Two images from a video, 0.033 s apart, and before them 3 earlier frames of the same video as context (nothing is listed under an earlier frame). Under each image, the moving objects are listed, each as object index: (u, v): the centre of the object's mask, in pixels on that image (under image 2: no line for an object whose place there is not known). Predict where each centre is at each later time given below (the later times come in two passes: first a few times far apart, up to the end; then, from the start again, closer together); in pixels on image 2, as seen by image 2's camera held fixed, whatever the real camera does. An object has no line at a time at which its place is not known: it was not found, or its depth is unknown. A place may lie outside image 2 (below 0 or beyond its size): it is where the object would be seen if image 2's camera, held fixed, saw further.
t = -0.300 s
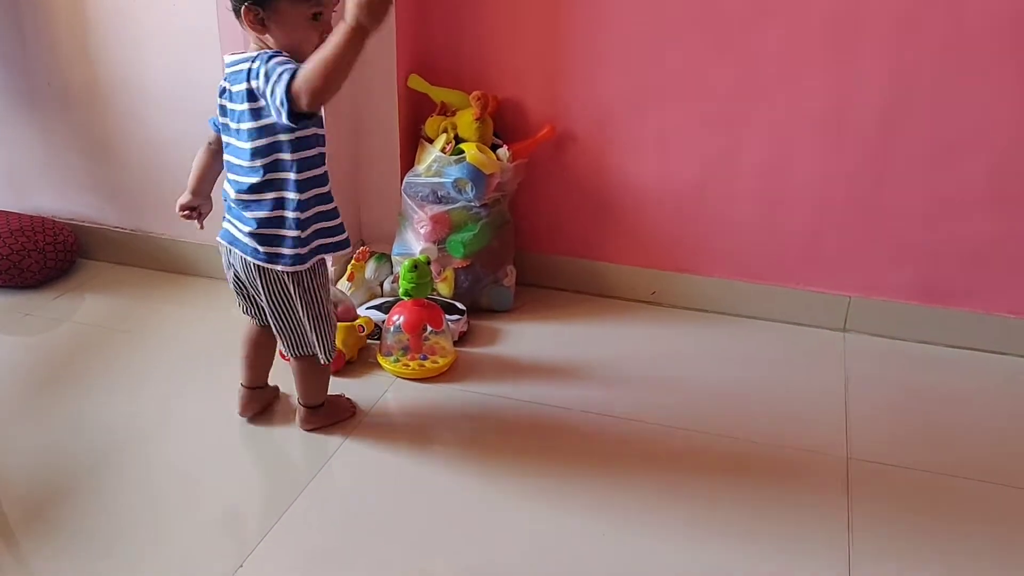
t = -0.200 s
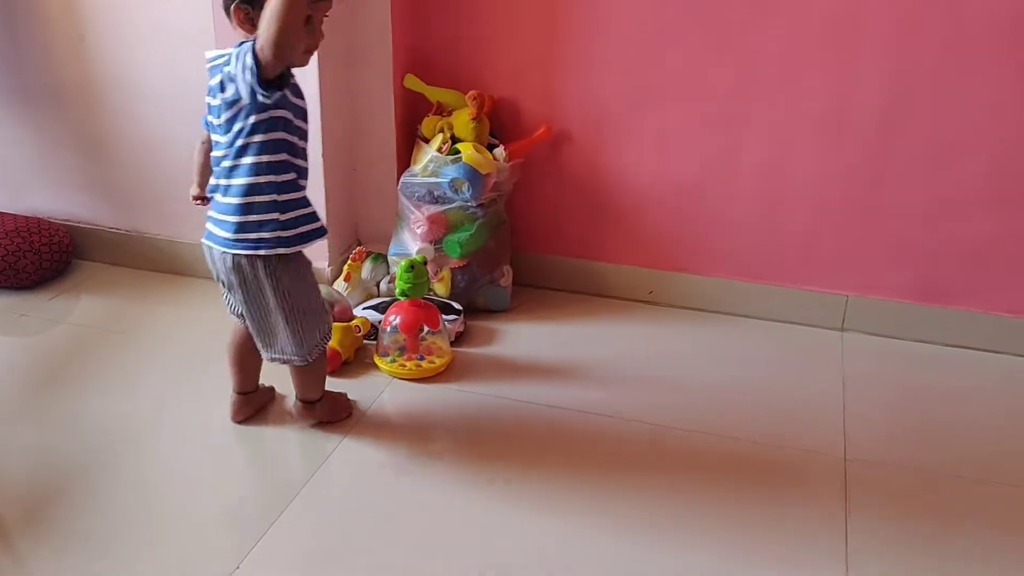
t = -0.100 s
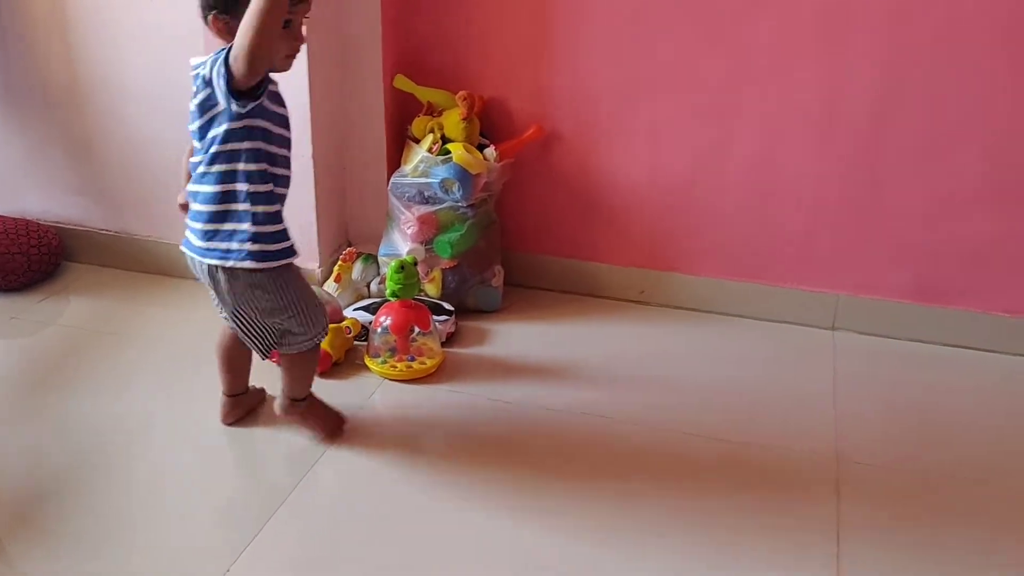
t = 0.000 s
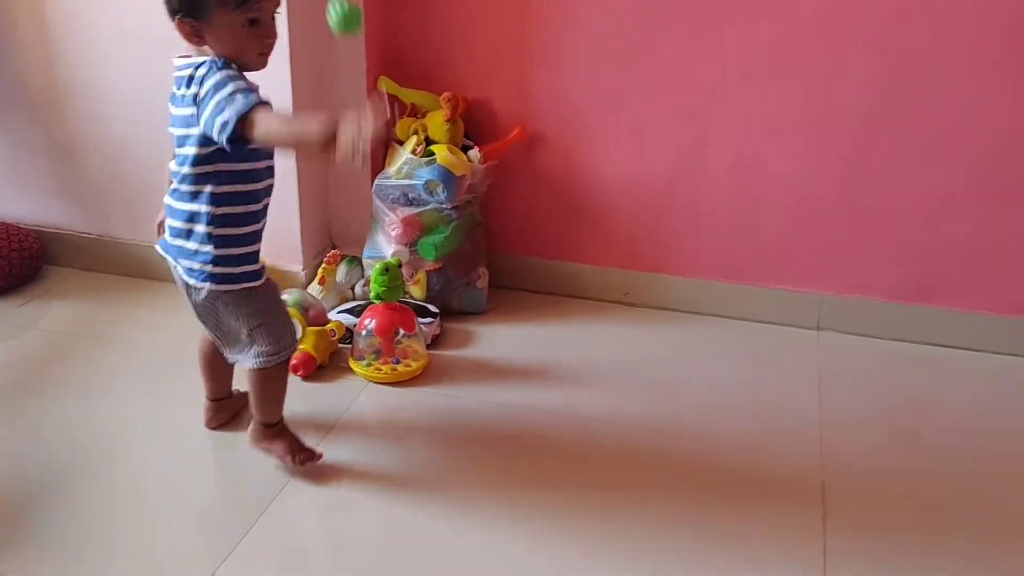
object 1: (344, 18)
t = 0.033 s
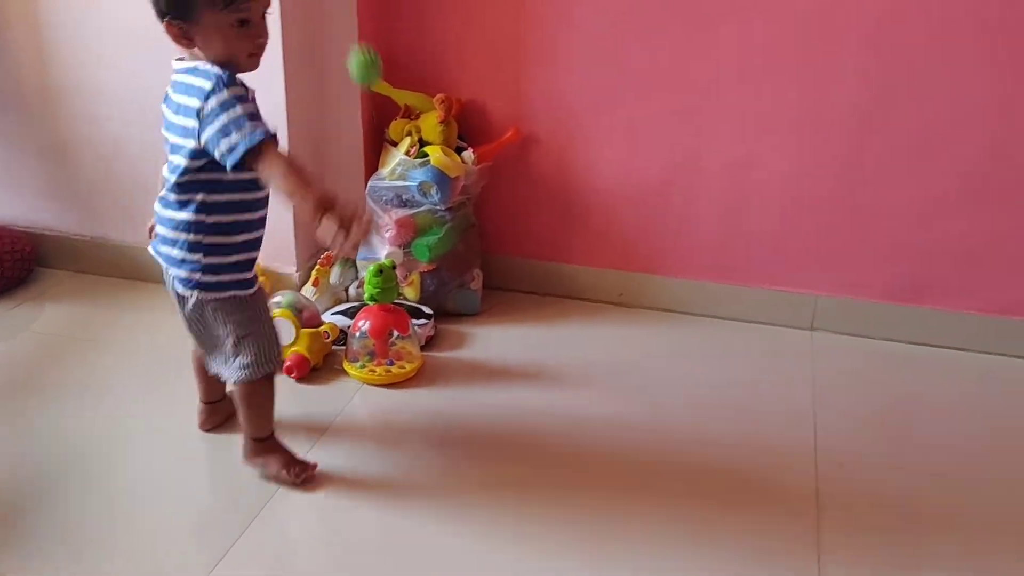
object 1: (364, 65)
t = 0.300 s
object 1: (517, 340)
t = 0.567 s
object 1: (566, 153)
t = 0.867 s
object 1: (595, 401)
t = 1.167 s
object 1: (643, 239)
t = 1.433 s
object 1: (659, 330)
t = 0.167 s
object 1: (463, 306)
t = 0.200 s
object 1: (484, 378)
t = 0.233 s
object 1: (501, 438)
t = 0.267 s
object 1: (509, 387)
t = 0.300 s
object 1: (517, 340)
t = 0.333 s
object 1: (523, 295)
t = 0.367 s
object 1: (529, 258)
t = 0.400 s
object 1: (536, 226)
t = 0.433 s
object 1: (542, 198)
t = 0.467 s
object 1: (548, 178)
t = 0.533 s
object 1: (561, 155)
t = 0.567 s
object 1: (566, 153)
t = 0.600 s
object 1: (572, 159)
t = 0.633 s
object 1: (577, 172)
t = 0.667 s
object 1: (581, 193)
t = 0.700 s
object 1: (584, 219)
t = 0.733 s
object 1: (587, 251)
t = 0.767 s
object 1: (589, 288)
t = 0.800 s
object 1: (591, 330)
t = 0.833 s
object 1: (592, 377)
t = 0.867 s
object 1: (595, 401)
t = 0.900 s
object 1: (602, 362)
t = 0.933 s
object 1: (609, 326)
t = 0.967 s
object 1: (615, 297)
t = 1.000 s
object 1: (621, 274)
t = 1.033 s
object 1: (627, 255)
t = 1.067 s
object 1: (632, 242)
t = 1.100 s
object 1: (636, 235)
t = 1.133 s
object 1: (640, 234)
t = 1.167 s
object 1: (643, 239)
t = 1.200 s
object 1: (646, 251)
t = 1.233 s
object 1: (648, 268)
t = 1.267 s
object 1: (650, 290)
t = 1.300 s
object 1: (651, 318)
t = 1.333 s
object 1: (651, 351)
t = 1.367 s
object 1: (650, 387)
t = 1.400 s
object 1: (655, 358)
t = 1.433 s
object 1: (659, 330)
